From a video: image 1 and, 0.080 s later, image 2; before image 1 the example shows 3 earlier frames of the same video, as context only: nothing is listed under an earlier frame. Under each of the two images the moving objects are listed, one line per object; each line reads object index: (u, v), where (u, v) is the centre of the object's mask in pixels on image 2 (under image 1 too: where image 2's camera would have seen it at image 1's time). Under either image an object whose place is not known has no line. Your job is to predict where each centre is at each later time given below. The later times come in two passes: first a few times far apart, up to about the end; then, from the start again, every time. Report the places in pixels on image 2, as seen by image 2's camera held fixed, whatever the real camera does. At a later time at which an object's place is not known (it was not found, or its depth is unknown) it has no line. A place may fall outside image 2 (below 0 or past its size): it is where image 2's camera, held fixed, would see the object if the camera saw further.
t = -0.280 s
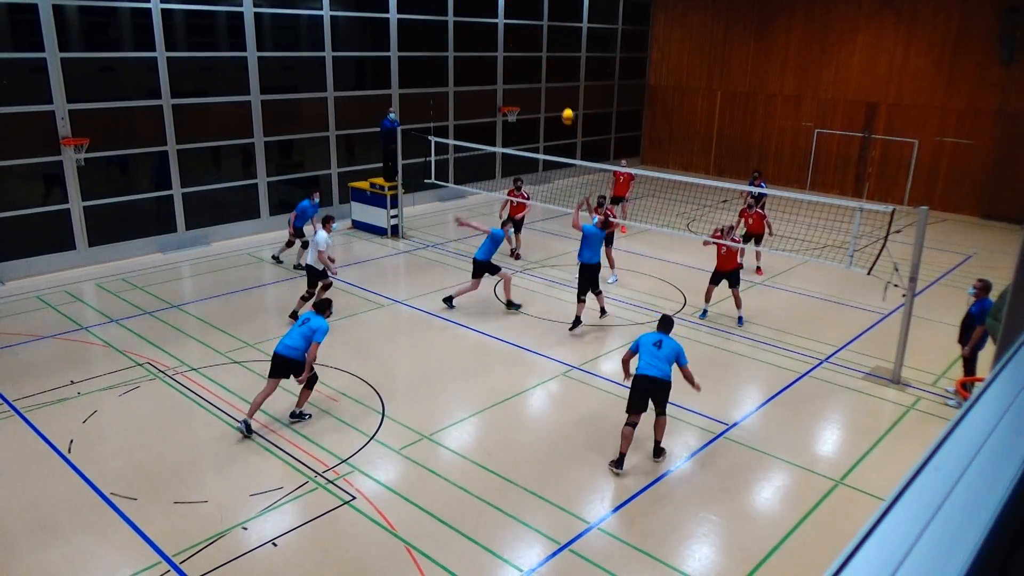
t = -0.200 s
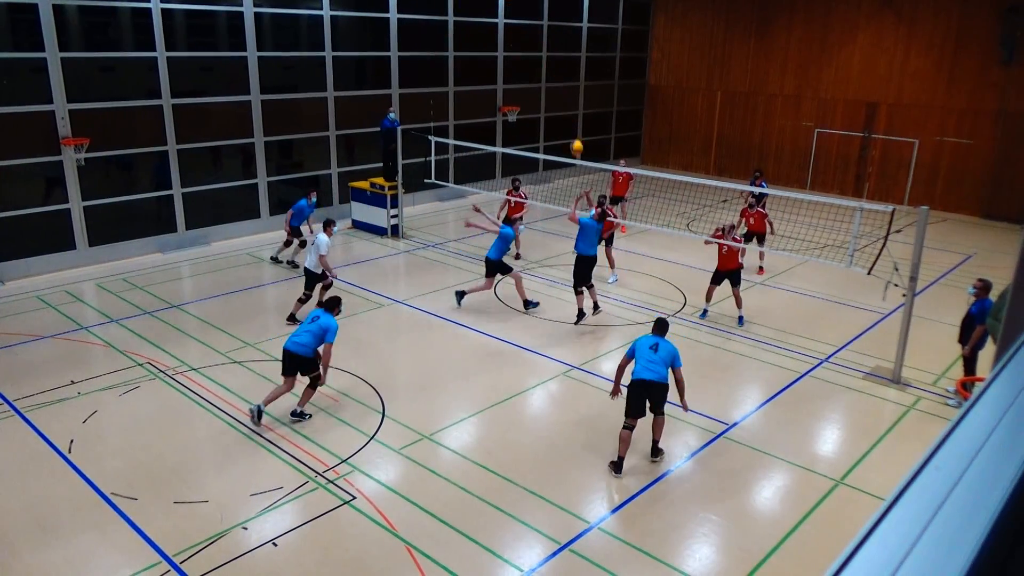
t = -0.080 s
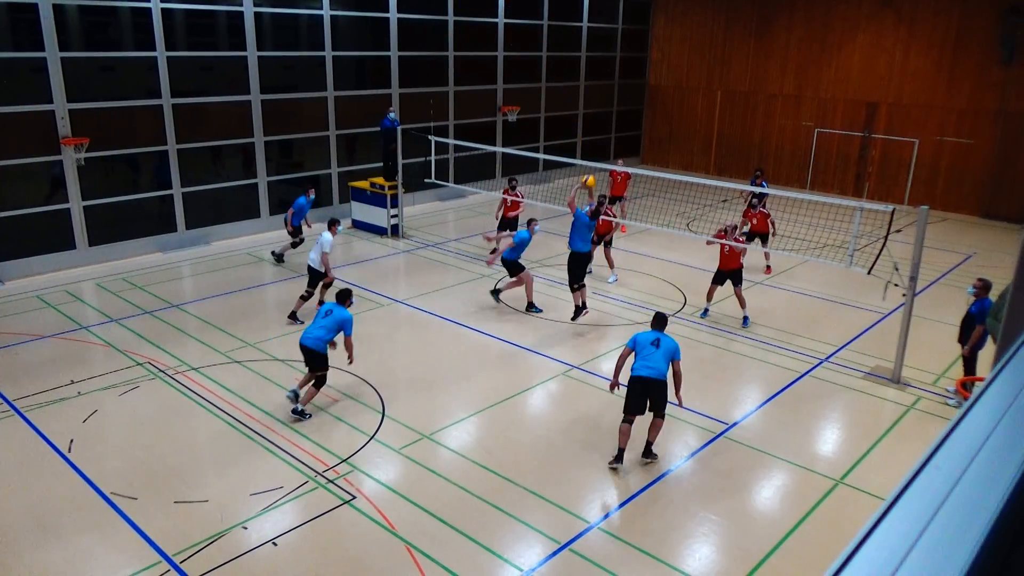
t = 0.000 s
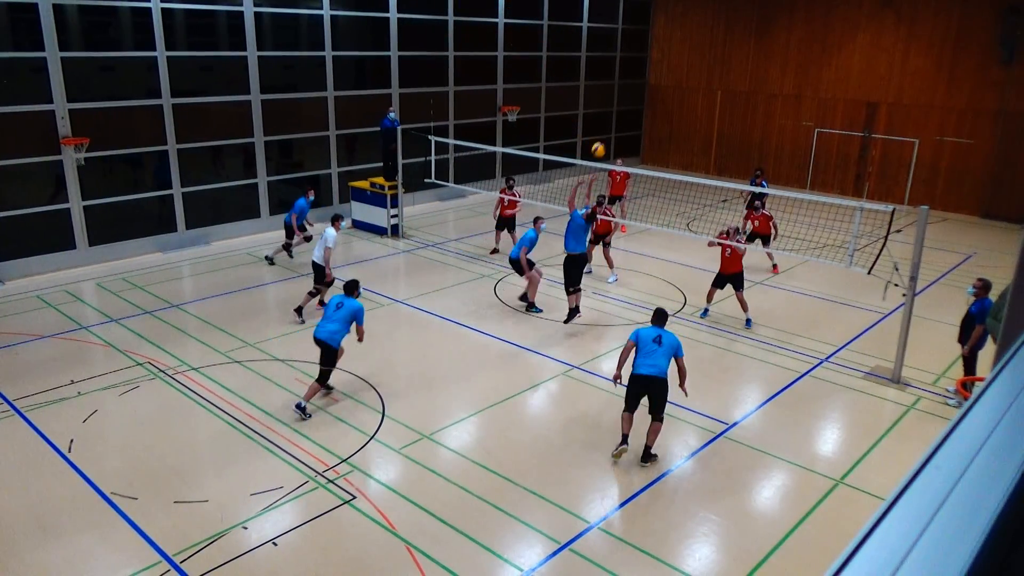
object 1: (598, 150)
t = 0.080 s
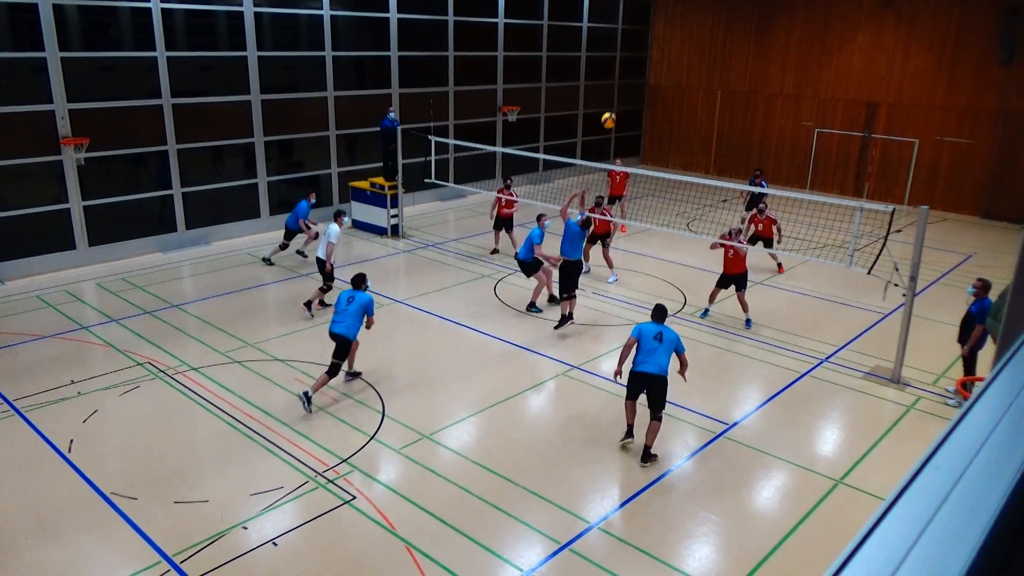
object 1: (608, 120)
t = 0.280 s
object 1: (634, 60)
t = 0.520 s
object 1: (665, 21)
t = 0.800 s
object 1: (700, 33)
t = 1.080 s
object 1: (730, 114)
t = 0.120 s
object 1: (613, 107)
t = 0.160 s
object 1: (618, 94)
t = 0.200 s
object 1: (623, 82)
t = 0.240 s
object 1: (629, 70)
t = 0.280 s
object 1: (634, 60)
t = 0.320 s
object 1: (639, 51)
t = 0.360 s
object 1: (645, 43)
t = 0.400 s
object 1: (650, 36)
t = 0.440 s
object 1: (655, 30)
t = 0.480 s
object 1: (660, 25)
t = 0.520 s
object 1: (665, 21)
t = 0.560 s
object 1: (670, 19)
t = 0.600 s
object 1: (675, 18)
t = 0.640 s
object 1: (680, 19)
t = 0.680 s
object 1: (685, 20)
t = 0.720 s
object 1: (690, 22)
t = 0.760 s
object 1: (695, 27)
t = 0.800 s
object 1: (700, 33)
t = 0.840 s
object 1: (704, 41)
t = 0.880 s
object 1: (709, 49)
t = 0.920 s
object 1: (714, 59)
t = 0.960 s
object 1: (718, 71)
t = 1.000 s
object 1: (721, 83)
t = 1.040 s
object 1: (726, 98)
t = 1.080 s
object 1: (730, 114)
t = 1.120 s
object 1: (733, 131)
